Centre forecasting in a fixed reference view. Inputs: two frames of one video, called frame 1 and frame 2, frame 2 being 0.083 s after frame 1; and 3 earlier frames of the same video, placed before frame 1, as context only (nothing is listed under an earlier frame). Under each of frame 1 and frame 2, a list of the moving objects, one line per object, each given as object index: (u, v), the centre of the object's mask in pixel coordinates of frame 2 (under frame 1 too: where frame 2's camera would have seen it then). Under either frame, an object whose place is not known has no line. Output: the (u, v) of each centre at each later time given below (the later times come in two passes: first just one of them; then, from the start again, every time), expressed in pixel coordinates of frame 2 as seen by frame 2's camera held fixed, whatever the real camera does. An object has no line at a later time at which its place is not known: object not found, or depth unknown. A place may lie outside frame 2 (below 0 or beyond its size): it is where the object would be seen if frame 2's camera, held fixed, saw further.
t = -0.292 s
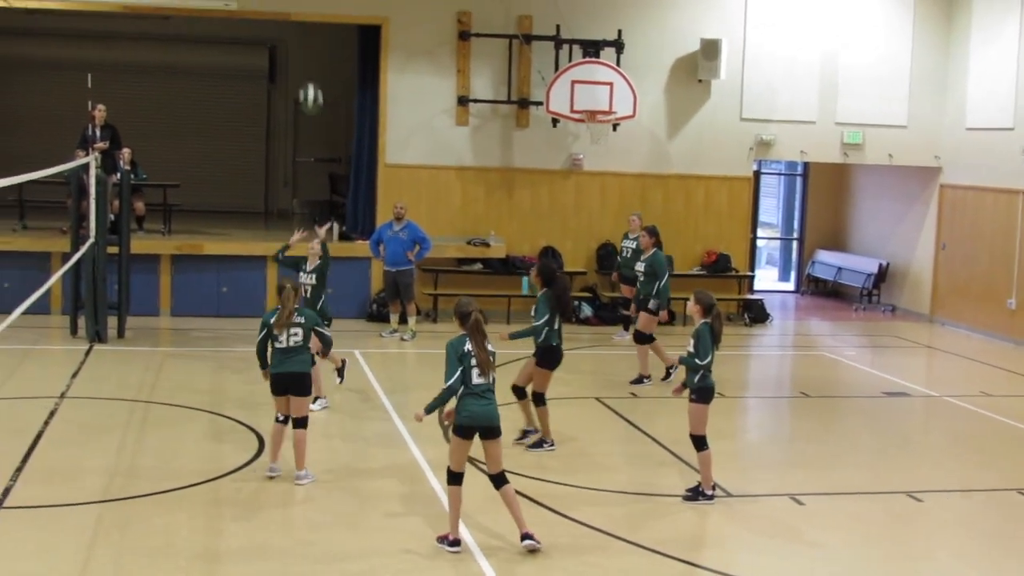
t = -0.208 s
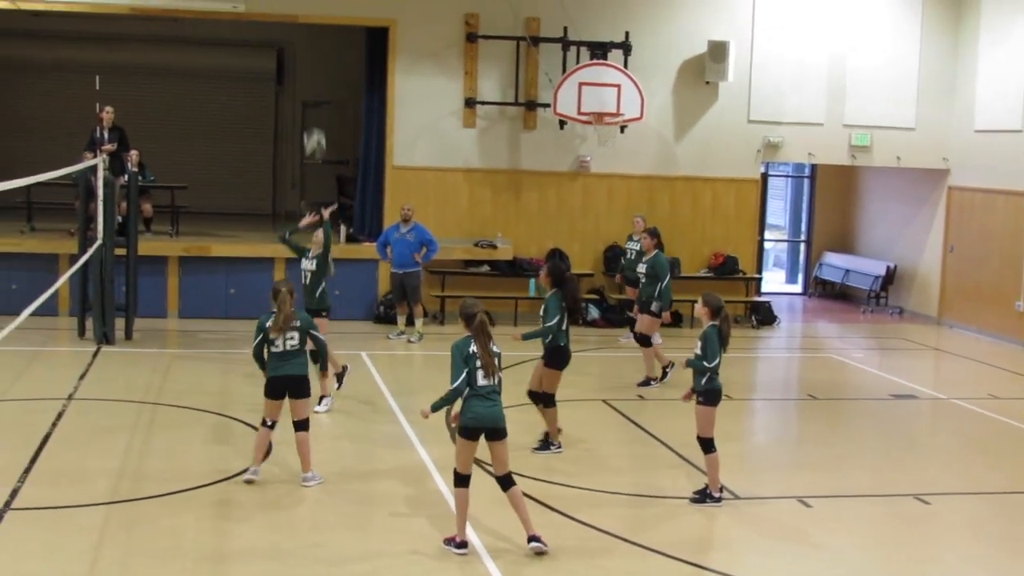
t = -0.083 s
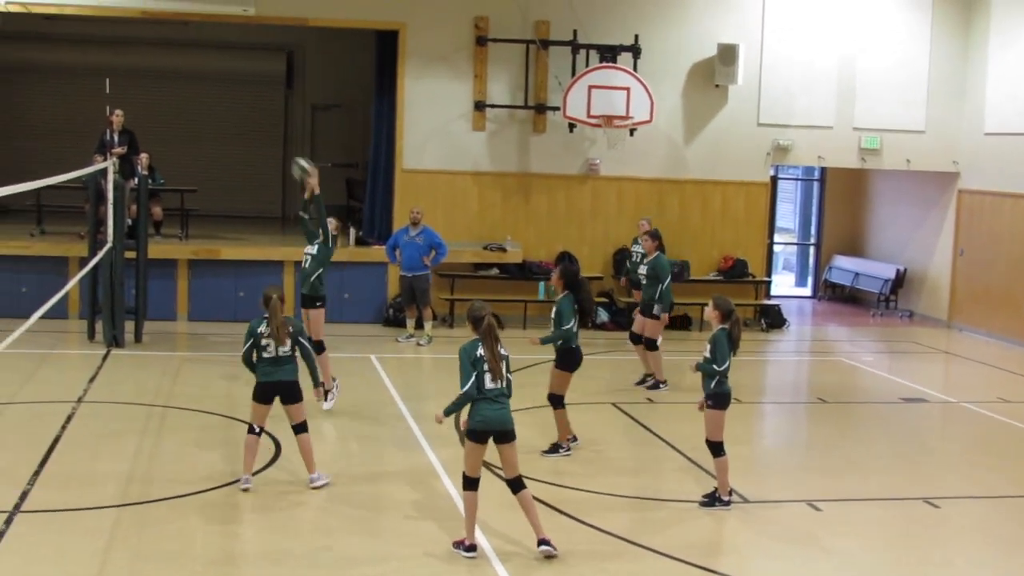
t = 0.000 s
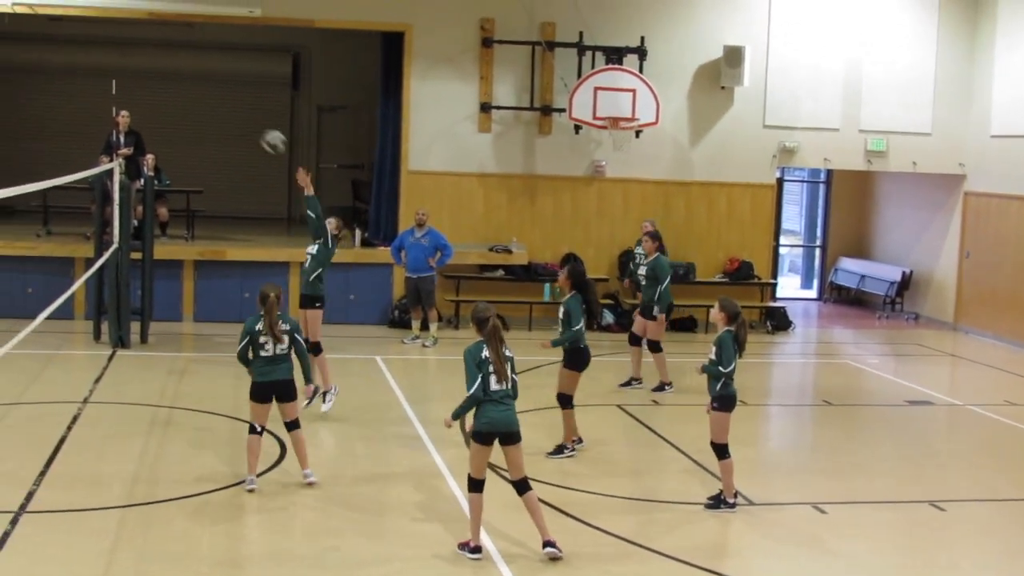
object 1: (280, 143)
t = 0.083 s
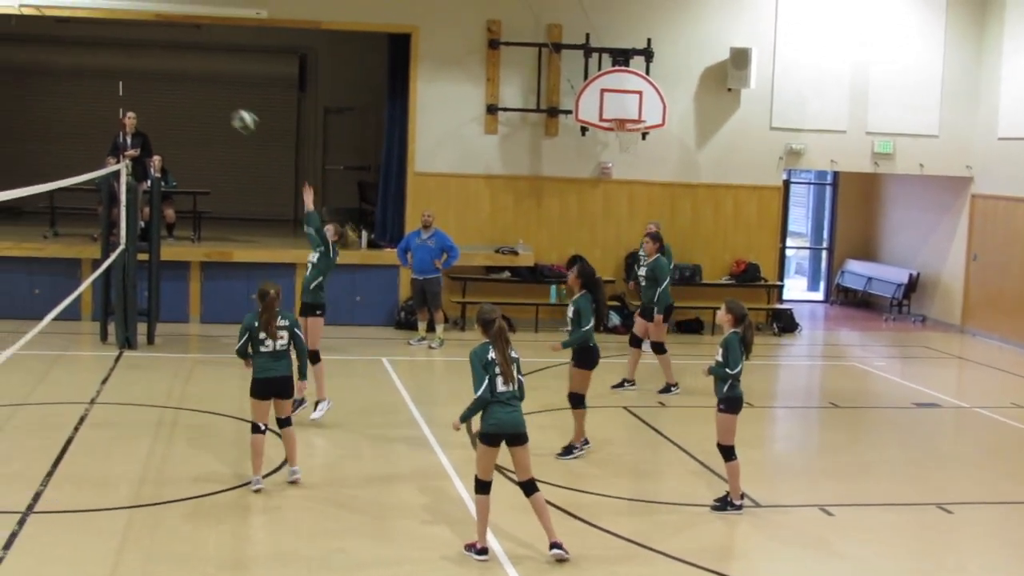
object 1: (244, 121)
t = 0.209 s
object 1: (191, 103)
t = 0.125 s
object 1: (226, 112)
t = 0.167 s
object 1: (208, 106)
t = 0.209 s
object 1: (191, 103)
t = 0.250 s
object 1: (174, 99)
